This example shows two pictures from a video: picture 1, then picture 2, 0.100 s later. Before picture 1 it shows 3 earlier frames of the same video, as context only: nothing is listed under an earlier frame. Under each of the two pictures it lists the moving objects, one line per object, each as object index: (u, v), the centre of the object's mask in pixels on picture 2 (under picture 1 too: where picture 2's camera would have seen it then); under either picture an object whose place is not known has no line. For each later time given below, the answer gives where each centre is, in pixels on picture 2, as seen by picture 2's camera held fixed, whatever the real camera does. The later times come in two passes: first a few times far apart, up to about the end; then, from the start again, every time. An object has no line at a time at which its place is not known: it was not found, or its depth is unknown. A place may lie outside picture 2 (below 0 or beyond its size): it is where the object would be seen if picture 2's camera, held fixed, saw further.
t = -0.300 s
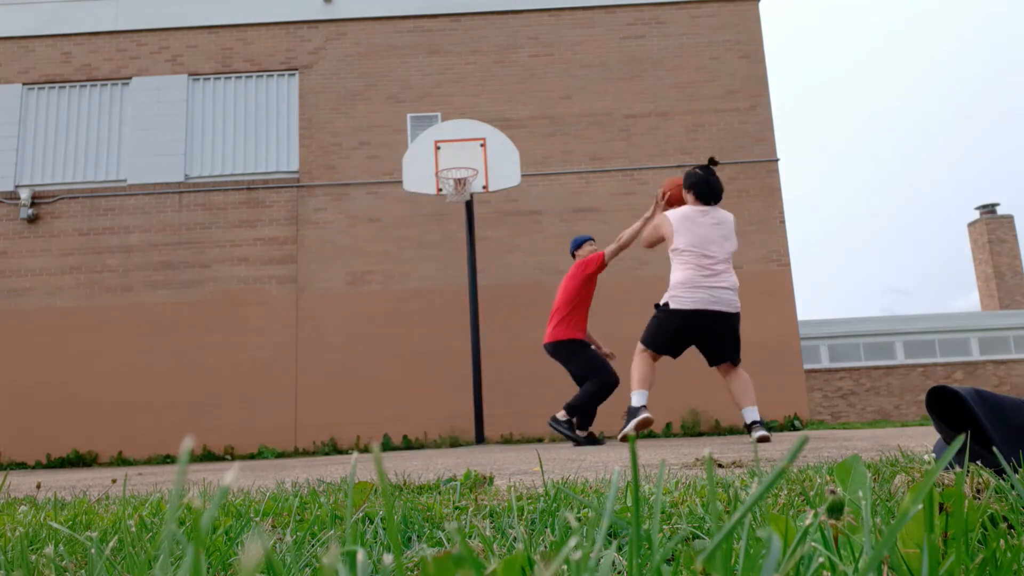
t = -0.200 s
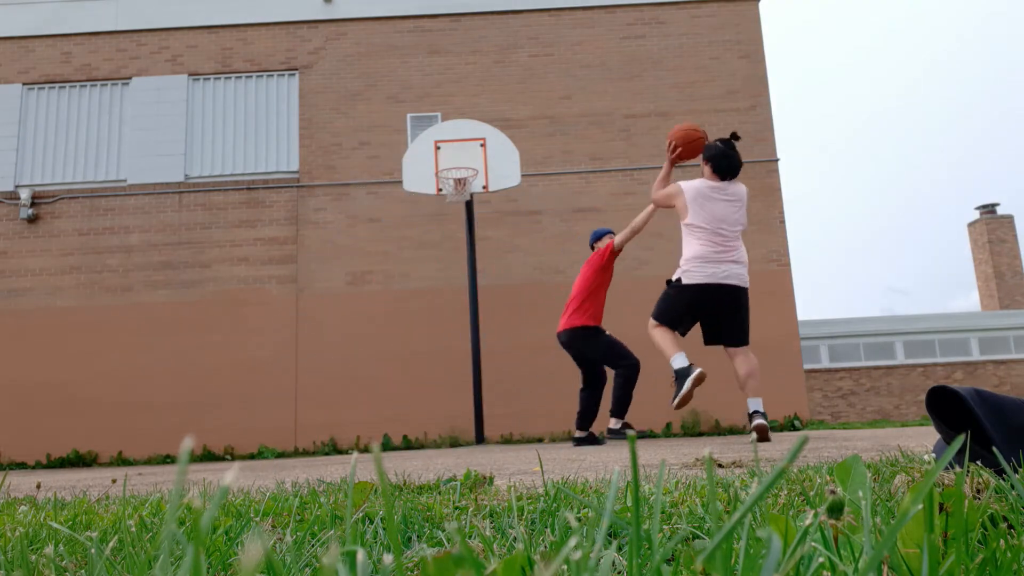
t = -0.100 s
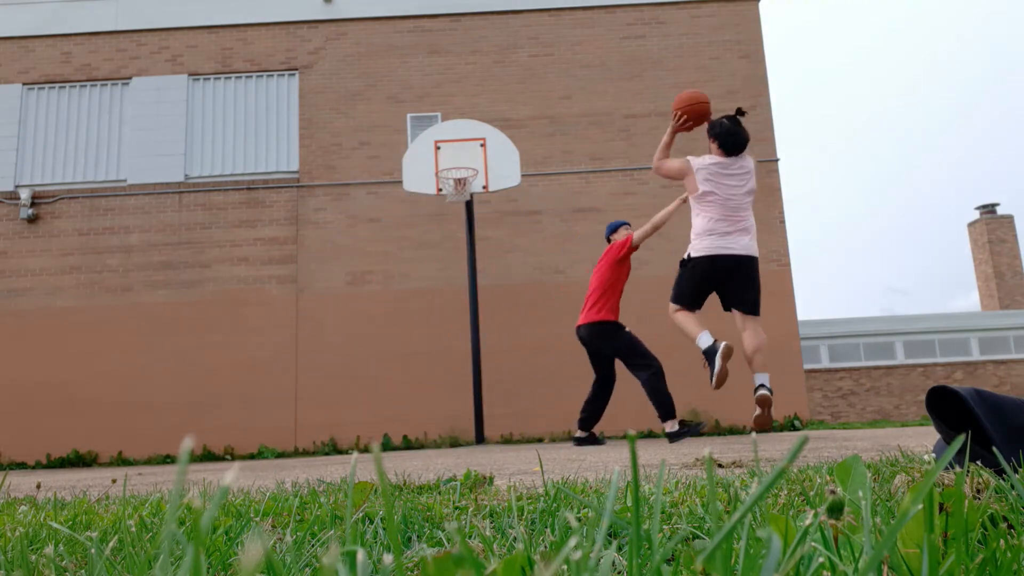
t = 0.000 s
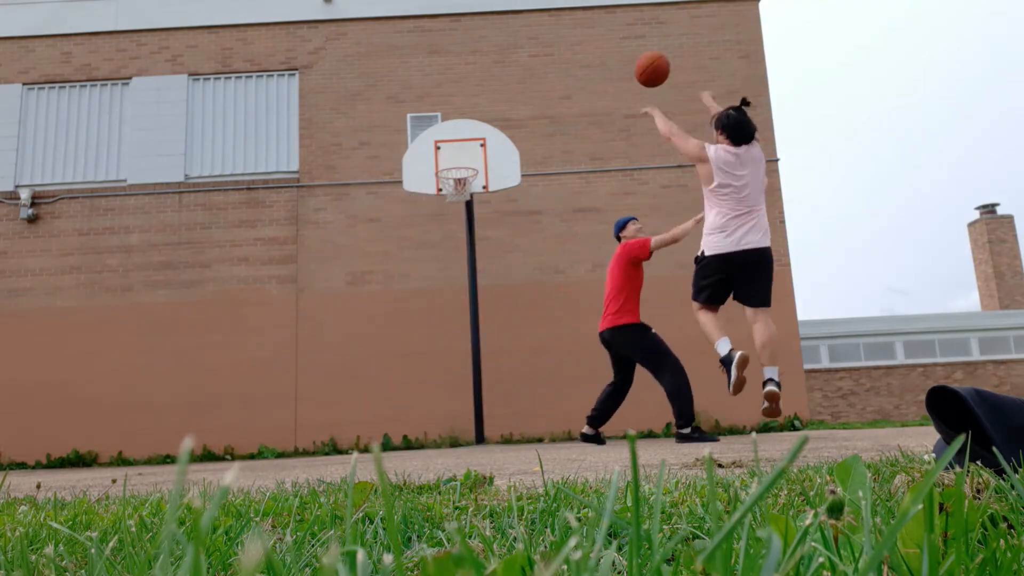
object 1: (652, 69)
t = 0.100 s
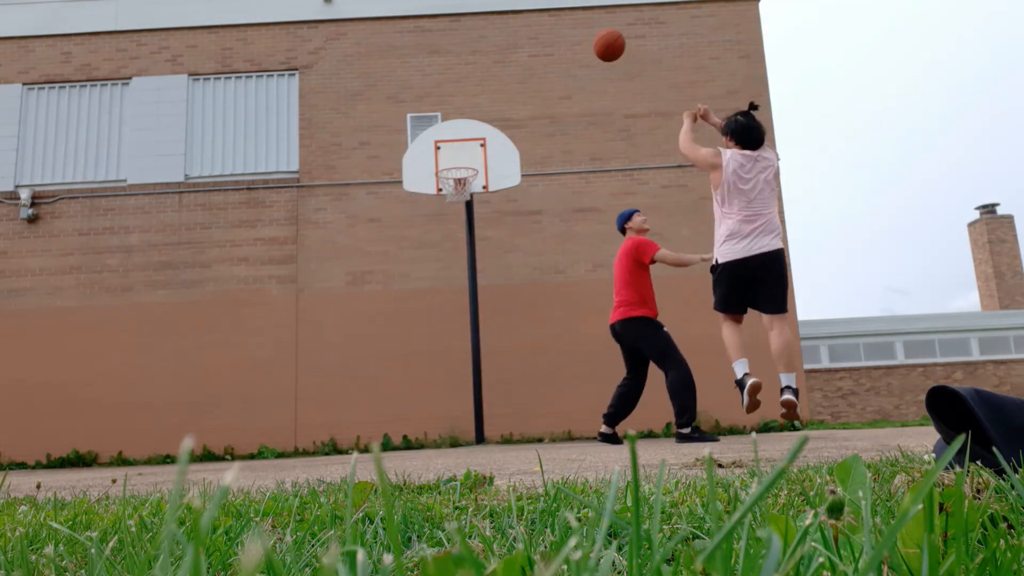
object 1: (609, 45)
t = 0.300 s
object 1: (545, 39)
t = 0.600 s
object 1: (482, 99)
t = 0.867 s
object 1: (451, 151)
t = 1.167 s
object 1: (448, 93)
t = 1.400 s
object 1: (449, 100)
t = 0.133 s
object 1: (597, 41)
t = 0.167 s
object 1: (585, 37)
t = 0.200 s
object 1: (574, 36)
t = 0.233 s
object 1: (563, 36)
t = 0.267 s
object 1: (554, 36)
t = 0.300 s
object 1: (545, 39)
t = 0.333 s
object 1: (536, 42)
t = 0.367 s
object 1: (528, 46)
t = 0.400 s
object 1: (520, 51)
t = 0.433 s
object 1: (513, 57)
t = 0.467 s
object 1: (506, 64)
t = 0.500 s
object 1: (500, 72)
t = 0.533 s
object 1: (493, 80)
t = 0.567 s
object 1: (488, 89)
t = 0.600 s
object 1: (482, 99)
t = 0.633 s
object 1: (476, 109)
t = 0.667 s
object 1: (471, 120)
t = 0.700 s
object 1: (466, 131)
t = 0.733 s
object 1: (461, 143)
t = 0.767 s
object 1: (457, 156)
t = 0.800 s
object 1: (452, 168)
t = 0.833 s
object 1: (452, 161)
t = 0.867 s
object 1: (451, 151)
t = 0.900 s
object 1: (451, 142)
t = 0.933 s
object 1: (450, 133)
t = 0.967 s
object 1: (450, 125)
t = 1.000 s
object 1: (449, 118)
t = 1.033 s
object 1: (449, 111)
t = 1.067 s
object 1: (448, 105)
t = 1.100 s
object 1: (448, 100)
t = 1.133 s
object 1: (448, 96)
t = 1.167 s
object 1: (448, 93)
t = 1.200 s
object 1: (448, 91)
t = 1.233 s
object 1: (448, 90)
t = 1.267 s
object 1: (448, 90)
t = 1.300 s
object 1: (448, 90)
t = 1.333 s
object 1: (448, 92)
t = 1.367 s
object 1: (449, 95)
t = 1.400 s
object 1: (449, 100)
